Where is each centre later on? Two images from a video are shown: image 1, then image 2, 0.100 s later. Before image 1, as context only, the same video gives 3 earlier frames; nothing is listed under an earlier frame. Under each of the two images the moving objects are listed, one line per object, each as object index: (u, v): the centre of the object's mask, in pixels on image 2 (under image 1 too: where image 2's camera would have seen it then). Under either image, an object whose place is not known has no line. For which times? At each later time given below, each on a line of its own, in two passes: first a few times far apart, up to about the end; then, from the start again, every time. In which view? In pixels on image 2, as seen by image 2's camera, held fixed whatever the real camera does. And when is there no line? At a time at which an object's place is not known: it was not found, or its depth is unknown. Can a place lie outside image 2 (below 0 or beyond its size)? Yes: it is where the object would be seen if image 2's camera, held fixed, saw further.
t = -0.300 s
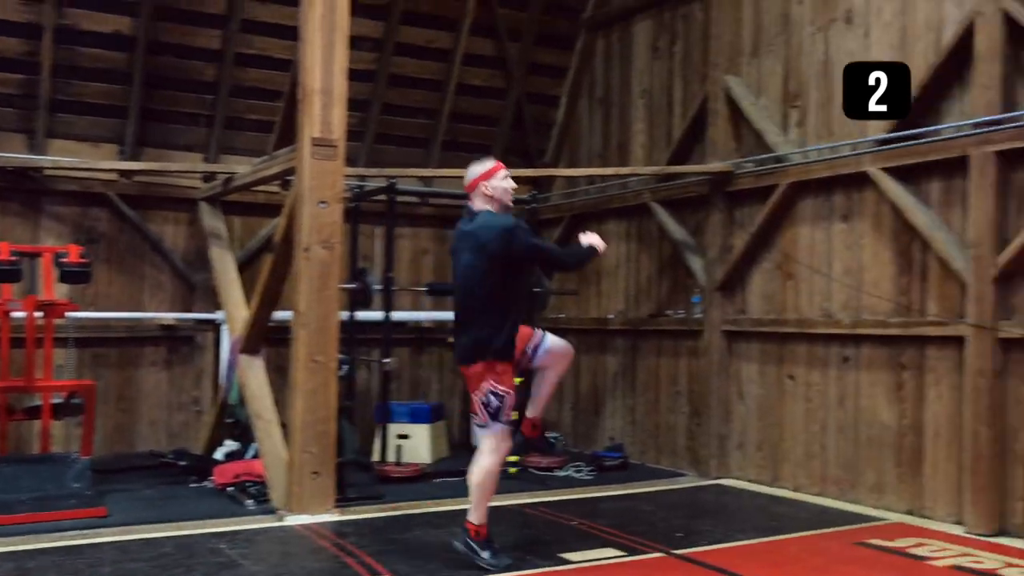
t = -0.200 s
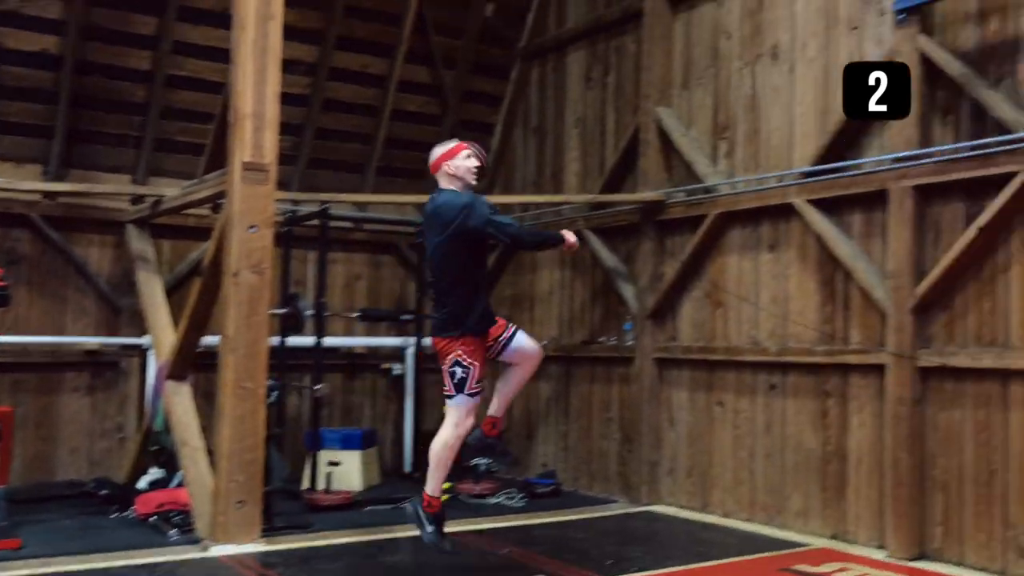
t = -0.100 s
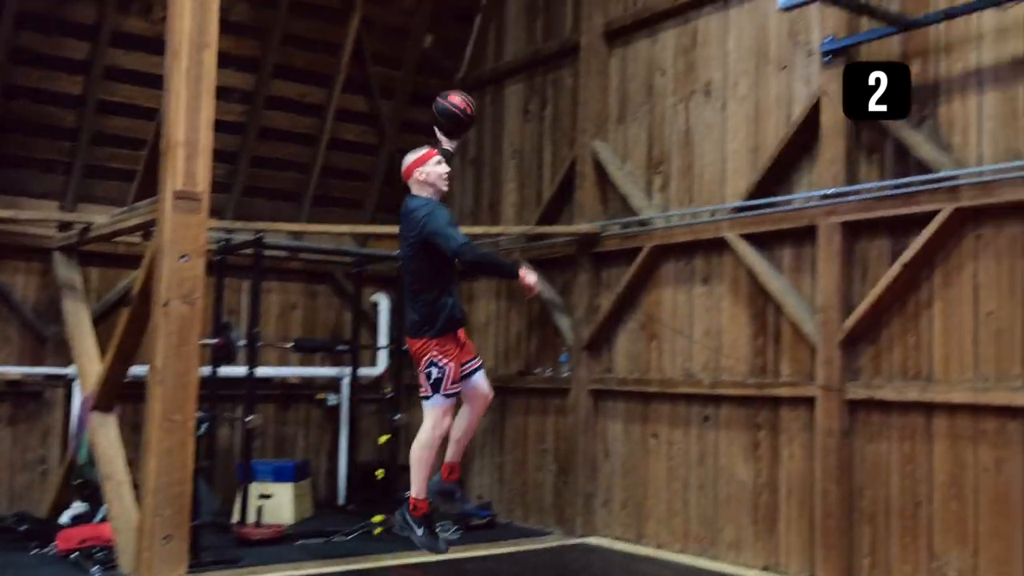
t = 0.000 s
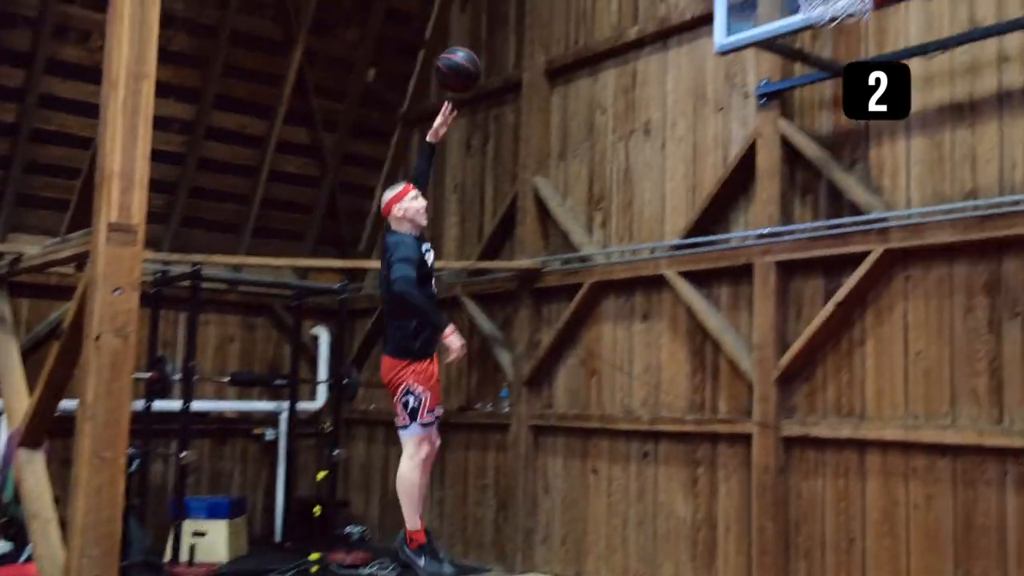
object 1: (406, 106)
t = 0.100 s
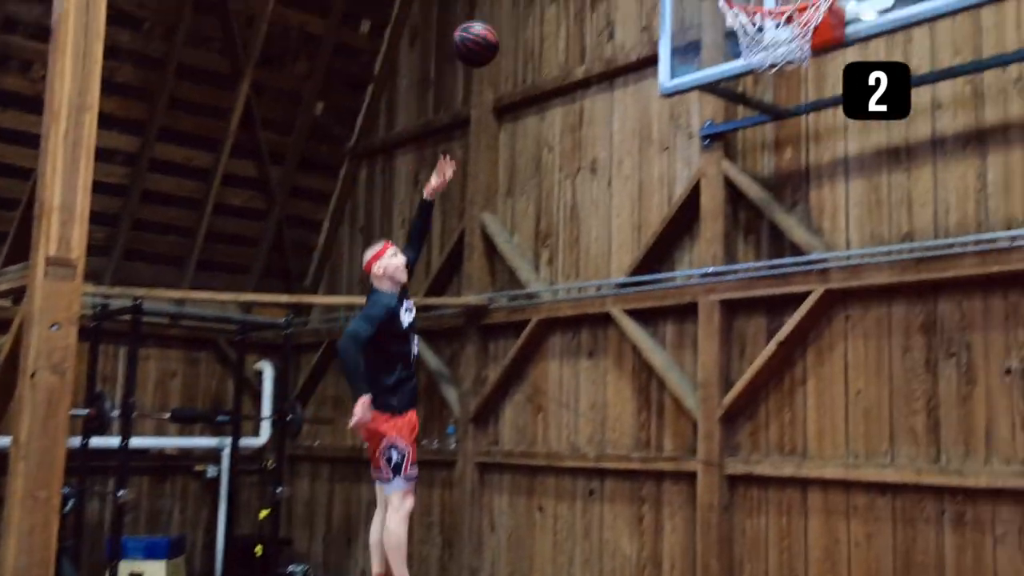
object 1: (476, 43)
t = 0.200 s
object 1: (547, -3)
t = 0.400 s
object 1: (692, -44)
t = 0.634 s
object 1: (744, -37)
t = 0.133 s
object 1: (499, 26)
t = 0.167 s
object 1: (523, 11)
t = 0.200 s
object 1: (547, -3)
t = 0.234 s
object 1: (571, -14)
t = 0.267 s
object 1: (596, -24)
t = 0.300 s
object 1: (621, -32)
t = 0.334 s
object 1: (647, -37)
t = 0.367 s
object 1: (673, -41)
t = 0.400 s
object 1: (692, -44)
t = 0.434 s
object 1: (699, -49)
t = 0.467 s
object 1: (706, -53)
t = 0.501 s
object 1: (713, -54)
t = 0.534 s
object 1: (720, -53)
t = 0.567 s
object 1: (727, -51)
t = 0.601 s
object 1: (734, -49)
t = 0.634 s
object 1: (744, -37)
